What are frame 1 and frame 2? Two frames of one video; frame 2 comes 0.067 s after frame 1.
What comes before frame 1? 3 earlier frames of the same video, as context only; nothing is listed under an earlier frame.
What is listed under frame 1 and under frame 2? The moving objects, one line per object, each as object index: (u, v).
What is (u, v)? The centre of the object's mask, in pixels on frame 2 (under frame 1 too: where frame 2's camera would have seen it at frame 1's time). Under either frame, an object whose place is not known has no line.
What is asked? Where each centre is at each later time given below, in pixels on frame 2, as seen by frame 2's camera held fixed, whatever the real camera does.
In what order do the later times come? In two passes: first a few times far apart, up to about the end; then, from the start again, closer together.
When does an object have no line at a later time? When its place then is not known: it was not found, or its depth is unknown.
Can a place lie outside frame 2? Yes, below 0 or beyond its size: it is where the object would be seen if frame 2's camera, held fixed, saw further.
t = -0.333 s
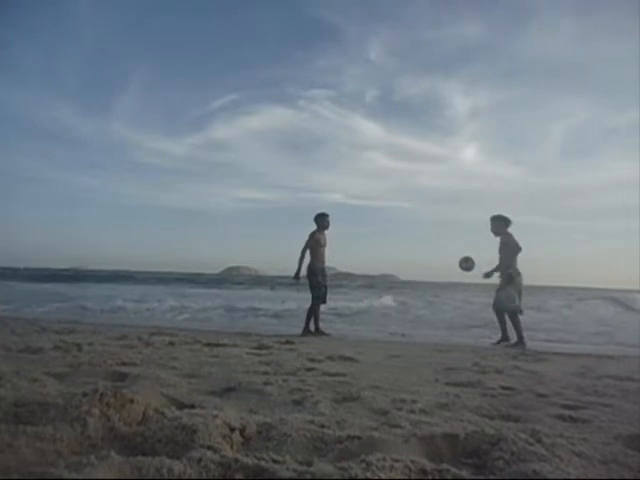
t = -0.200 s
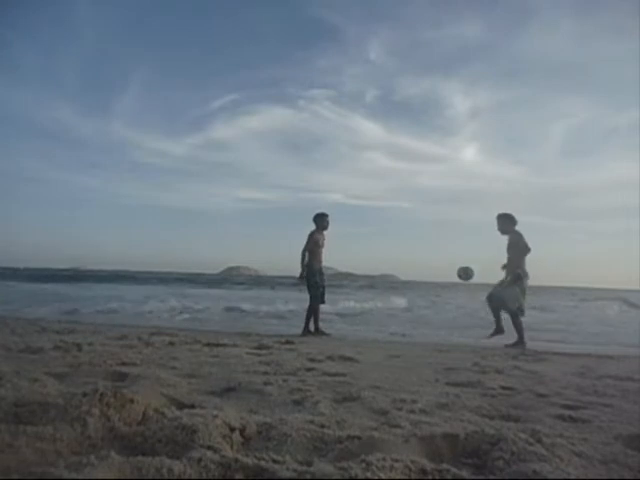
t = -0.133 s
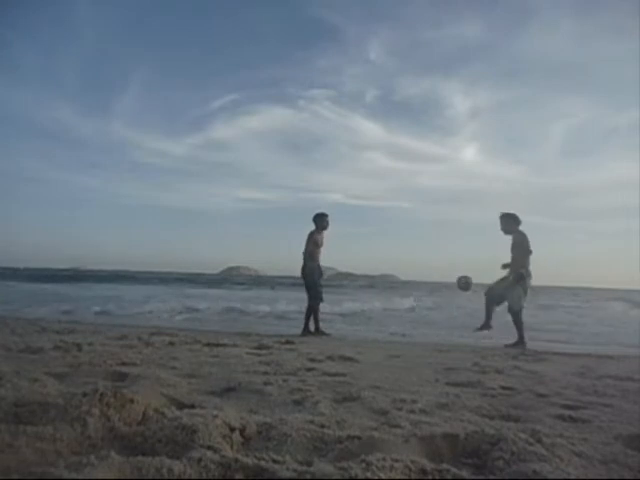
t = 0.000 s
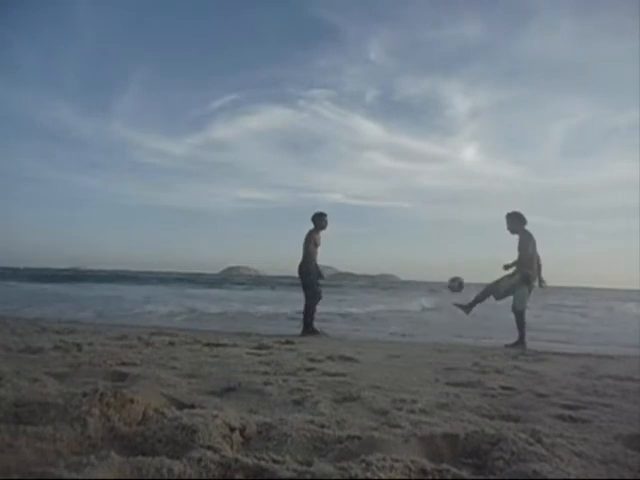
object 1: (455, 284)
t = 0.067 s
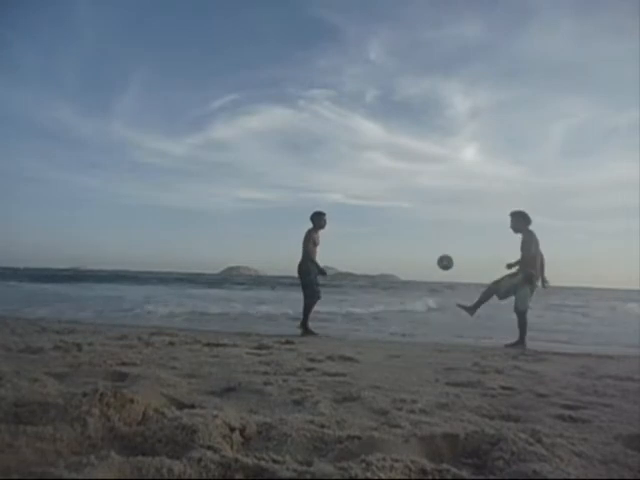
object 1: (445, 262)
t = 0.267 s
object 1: (413, 215)
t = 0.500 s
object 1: (377, 197)
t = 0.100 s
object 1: (439, 252)
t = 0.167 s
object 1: (429, 235)
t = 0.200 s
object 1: (424, 228)
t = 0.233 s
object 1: (418, 221)
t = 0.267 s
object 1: (413, 215)
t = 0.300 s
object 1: (408, 211)
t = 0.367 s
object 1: (398, 203)
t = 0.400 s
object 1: (393, 200)
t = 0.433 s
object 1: (388, 198)
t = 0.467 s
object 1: (382, 197)
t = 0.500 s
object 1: (377, 197)
